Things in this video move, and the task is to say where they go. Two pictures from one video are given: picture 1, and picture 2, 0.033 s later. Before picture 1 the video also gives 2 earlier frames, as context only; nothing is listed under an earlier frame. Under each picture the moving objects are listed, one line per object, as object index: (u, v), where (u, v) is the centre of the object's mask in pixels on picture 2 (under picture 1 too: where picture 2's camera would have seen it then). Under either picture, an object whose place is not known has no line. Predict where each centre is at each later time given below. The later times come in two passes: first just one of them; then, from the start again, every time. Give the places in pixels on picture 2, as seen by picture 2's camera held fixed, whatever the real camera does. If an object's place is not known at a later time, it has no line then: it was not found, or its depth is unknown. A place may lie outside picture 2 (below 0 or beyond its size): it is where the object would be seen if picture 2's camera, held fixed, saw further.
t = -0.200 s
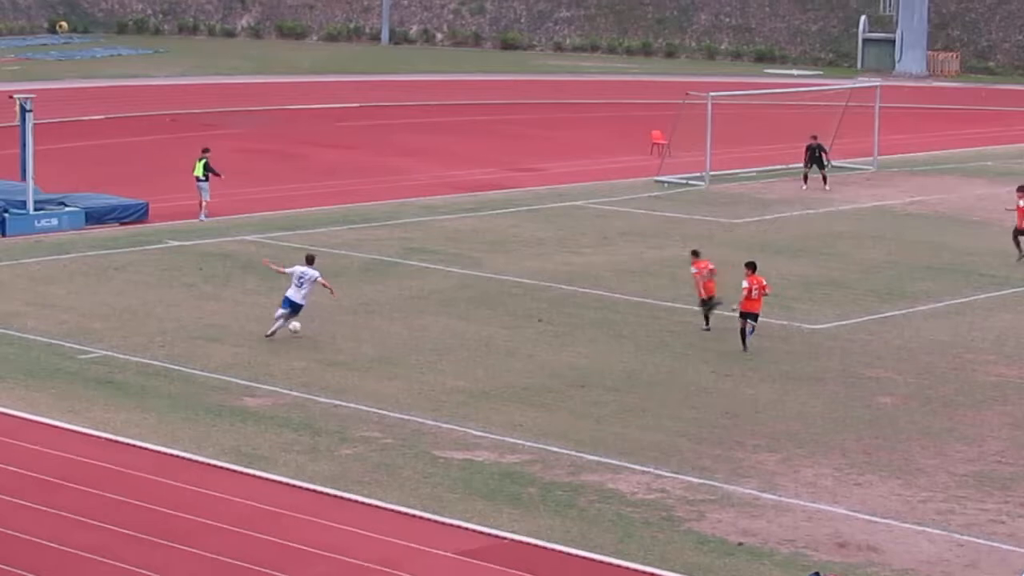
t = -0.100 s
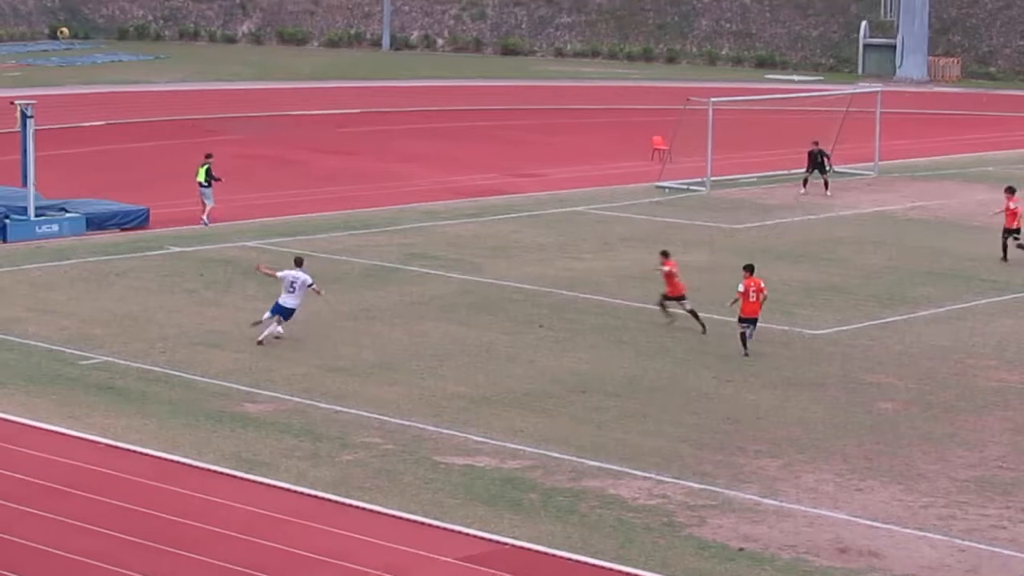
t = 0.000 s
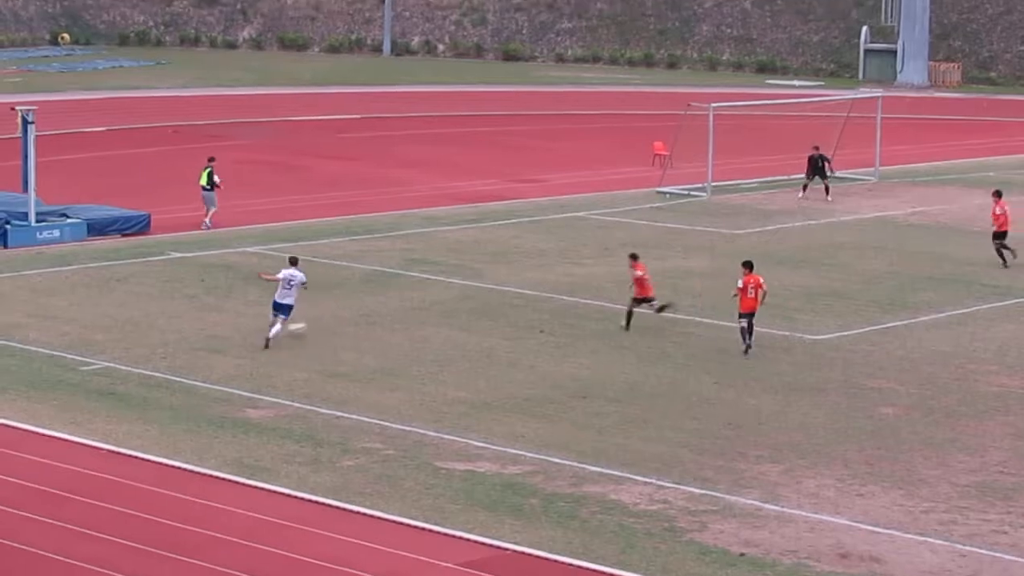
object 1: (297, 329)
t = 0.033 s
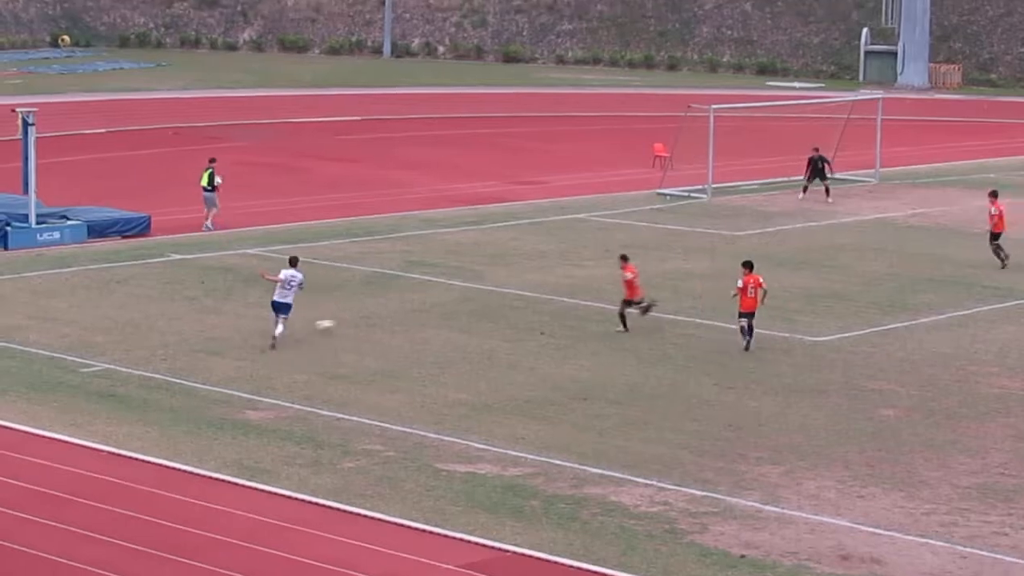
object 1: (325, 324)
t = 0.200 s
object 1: (454, 309)
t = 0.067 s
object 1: (353, 320)
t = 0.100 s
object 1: (378, 318)
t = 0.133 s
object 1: (405, 316)
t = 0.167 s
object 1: (431, 313)
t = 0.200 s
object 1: (454, 309)
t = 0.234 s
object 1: (477, 305)
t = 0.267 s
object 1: (499, 301)
